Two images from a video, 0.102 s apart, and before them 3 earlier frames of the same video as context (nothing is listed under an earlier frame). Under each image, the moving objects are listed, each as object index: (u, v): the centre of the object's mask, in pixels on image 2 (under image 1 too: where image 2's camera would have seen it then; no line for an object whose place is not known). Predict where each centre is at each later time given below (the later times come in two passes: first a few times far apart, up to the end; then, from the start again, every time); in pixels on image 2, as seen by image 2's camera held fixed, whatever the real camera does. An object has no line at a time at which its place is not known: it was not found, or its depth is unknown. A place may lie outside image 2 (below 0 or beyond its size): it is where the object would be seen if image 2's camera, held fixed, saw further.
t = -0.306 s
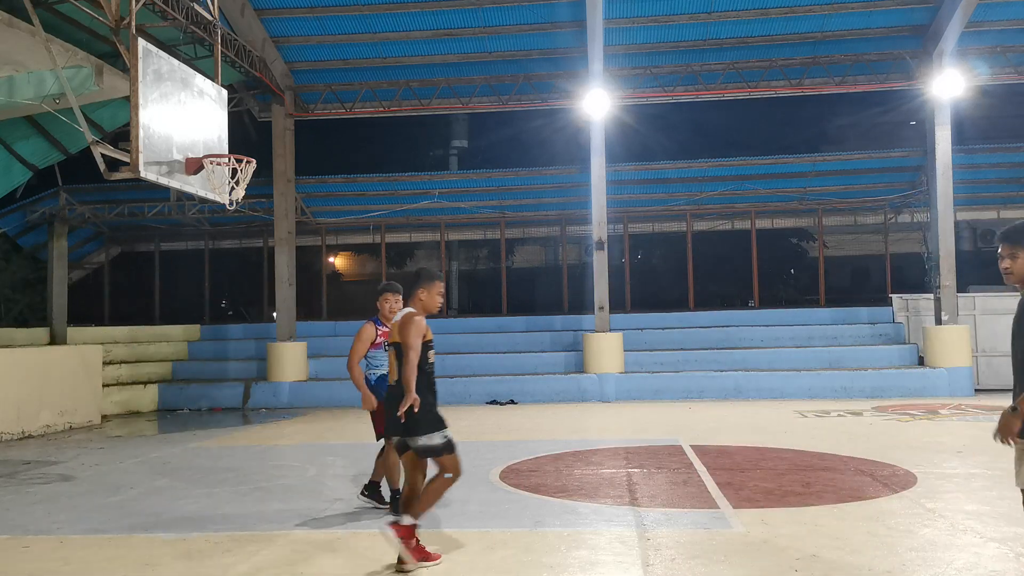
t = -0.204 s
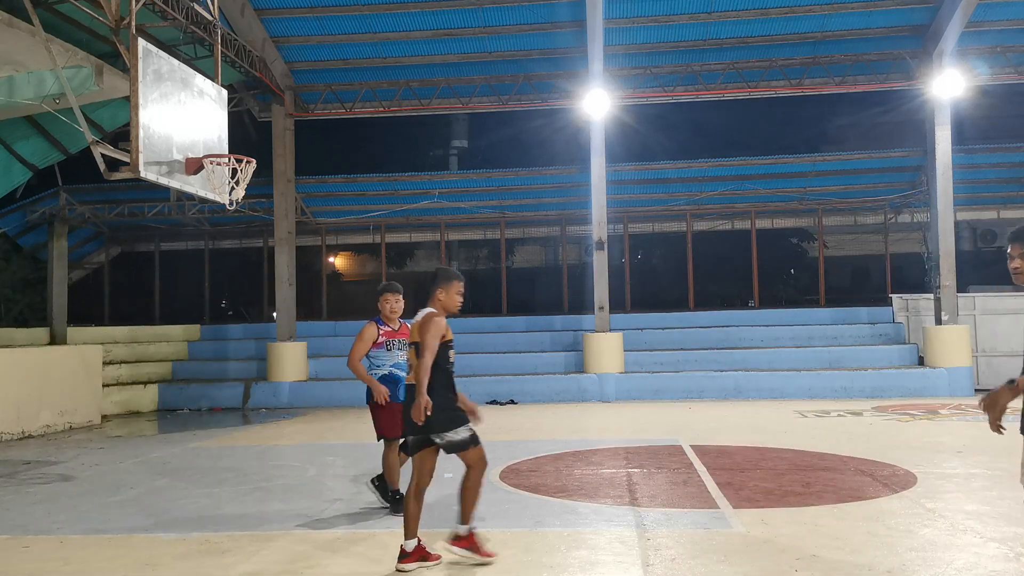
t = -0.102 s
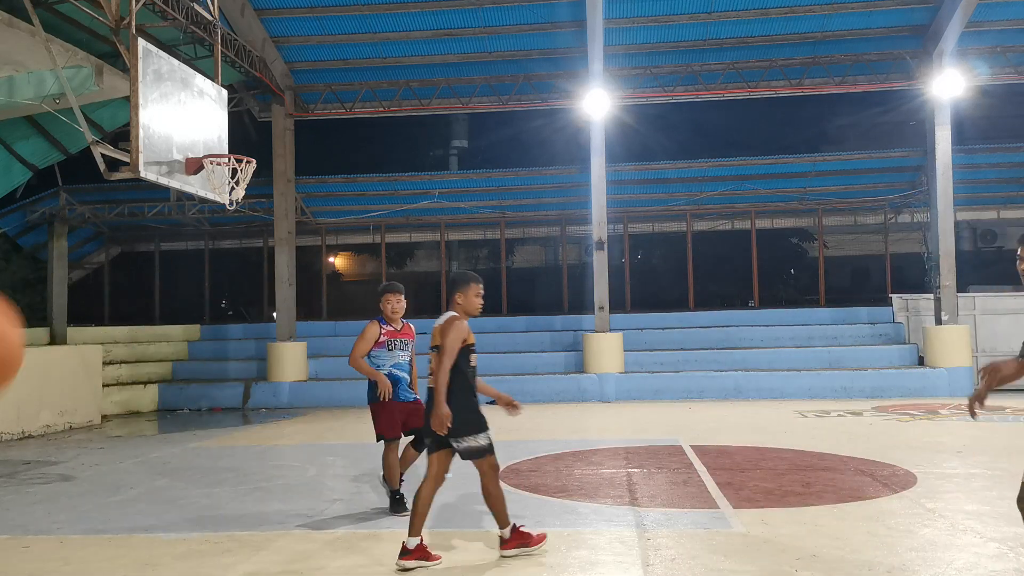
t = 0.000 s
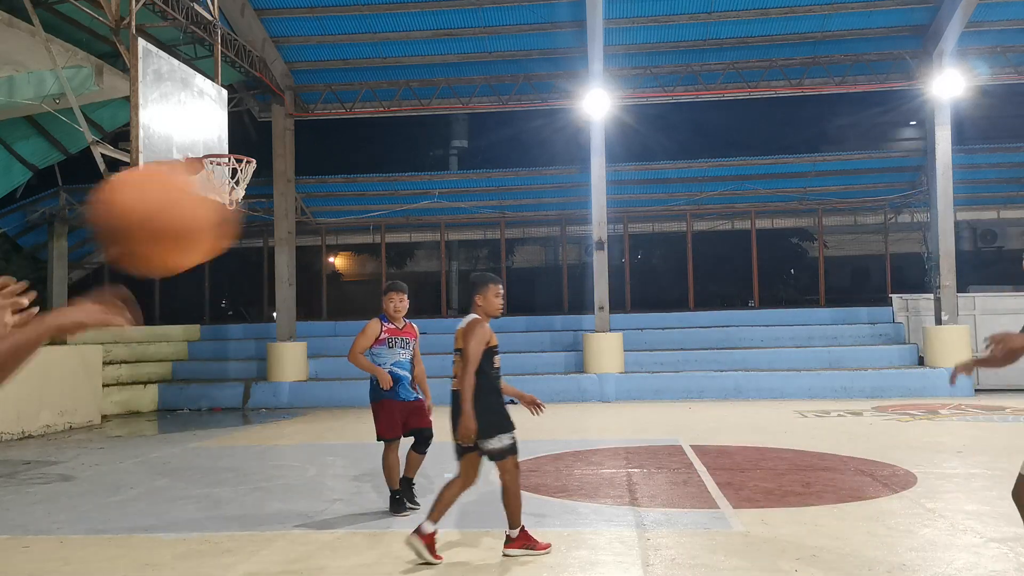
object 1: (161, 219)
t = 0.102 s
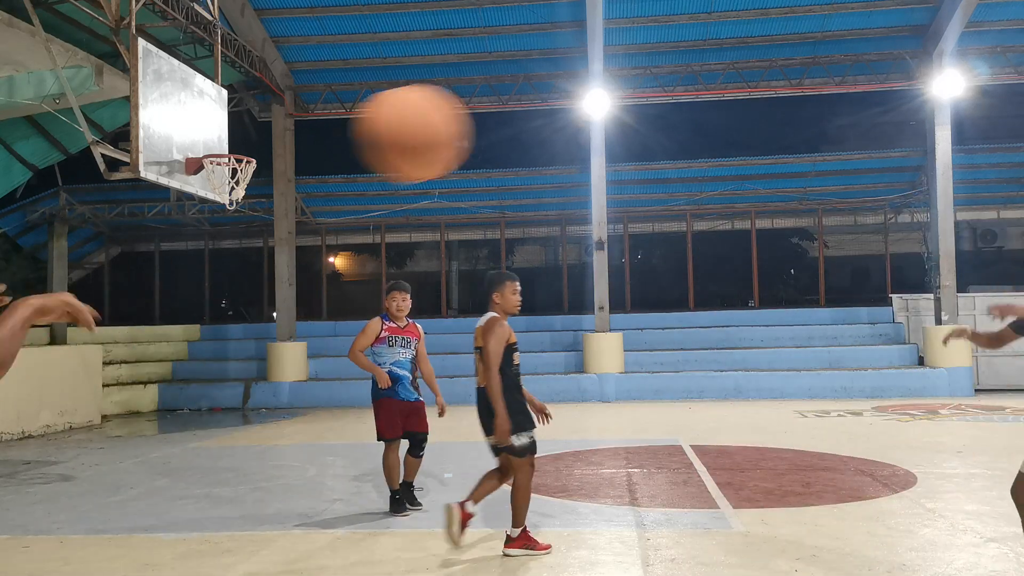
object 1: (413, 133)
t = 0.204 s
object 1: (599, 104)
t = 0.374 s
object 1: (832, 129)
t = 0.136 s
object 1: (480, 119)
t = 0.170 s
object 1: (540, 109)
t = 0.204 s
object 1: (599, 104)
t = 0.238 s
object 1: (655, 103)
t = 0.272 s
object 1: (703, 106)
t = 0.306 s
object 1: (748, 111)
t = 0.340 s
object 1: (791, 119)
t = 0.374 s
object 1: (832, 129)
